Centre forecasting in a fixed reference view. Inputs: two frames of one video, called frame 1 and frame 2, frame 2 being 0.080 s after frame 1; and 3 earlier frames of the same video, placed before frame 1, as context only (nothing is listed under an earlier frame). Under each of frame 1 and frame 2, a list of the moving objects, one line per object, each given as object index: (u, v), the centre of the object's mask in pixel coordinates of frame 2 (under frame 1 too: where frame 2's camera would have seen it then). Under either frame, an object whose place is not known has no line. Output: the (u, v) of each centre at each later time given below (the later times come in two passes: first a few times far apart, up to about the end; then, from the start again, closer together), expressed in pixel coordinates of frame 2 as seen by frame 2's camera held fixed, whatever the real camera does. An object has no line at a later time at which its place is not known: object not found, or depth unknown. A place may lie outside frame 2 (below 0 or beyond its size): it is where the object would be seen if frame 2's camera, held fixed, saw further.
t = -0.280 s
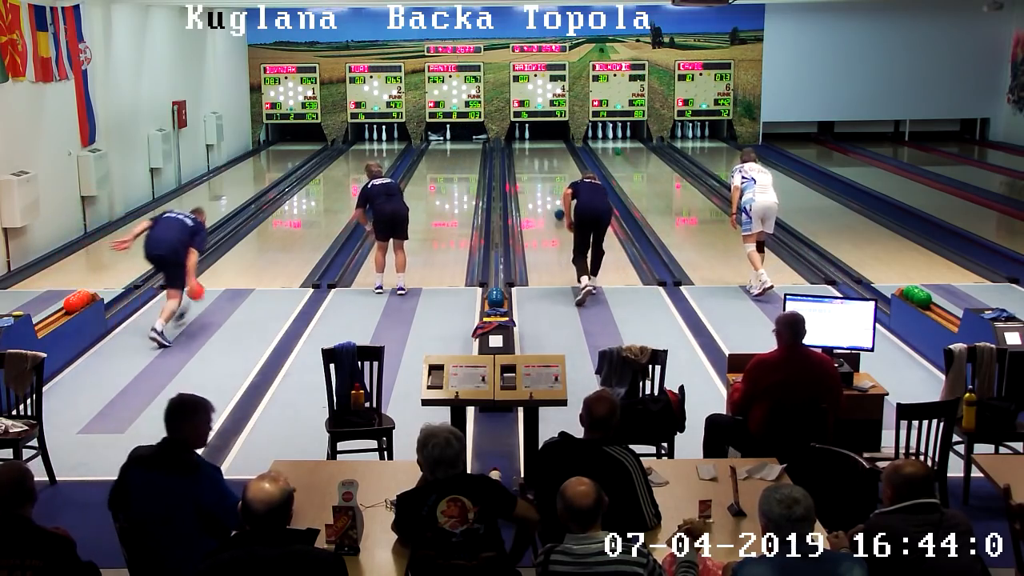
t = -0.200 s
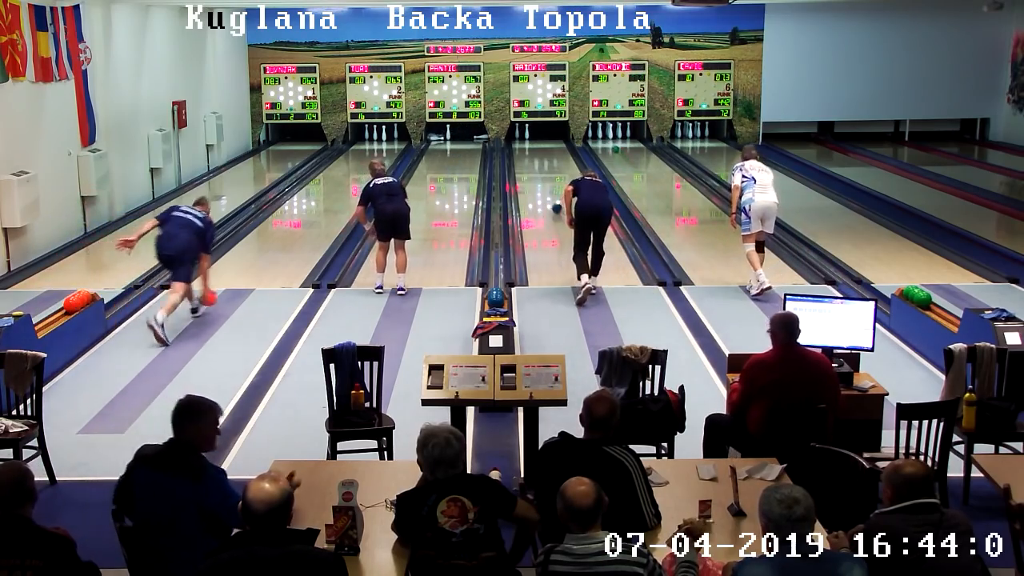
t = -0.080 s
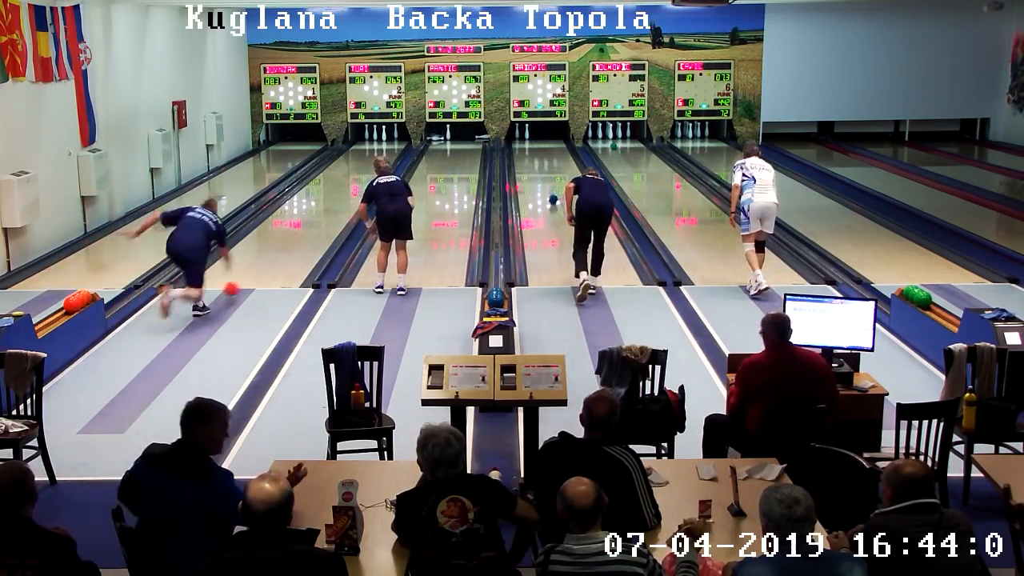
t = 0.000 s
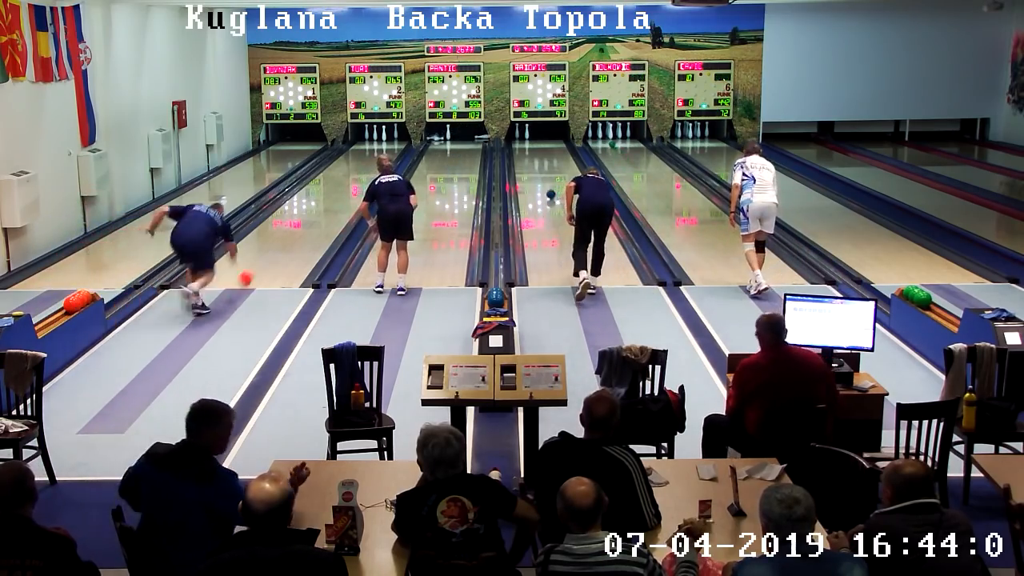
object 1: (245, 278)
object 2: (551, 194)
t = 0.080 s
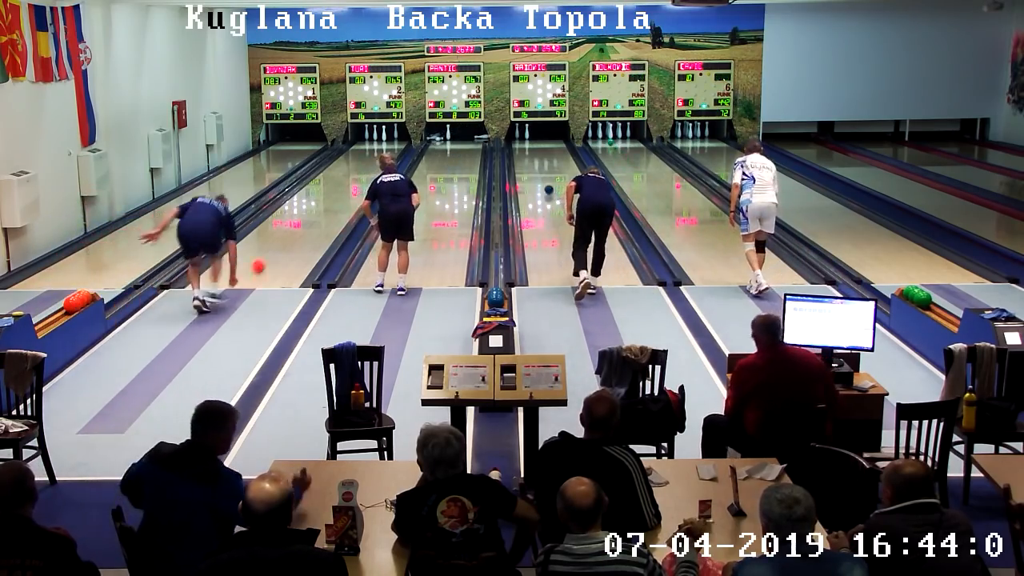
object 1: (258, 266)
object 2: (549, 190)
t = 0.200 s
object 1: (275, 250)
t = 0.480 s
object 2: (540, 169)
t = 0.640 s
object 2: (536, 162)
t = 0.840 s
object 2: (533, 156)
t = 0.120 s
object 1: (263, 261)
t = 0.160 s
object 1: (269, 255)
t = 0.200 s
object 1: (275, 250)
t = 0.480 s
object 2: (540, 169)
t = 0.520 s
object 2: (539, 167)
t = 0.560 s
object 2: (538, 165)
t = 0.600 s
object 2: (538, 164)
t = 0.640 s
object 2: (536, 162)
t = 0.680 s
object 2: (535, 161)
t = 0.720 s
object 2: (534, 159)
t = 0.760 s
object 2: (534, 158)
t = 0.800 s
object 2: (533, 157)
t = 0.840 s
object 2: (533, 156)
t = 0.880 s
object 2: (532, 154)
